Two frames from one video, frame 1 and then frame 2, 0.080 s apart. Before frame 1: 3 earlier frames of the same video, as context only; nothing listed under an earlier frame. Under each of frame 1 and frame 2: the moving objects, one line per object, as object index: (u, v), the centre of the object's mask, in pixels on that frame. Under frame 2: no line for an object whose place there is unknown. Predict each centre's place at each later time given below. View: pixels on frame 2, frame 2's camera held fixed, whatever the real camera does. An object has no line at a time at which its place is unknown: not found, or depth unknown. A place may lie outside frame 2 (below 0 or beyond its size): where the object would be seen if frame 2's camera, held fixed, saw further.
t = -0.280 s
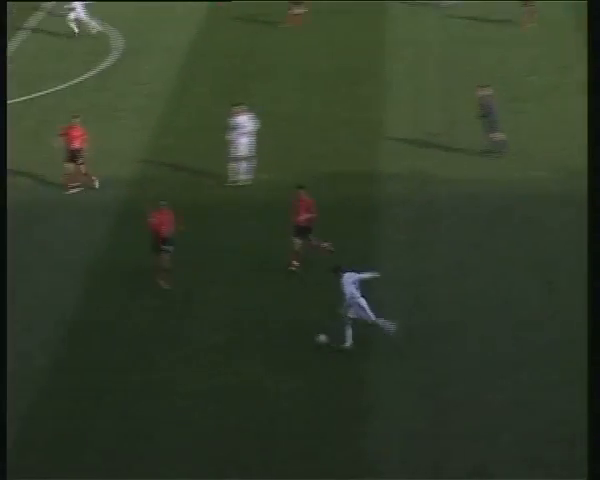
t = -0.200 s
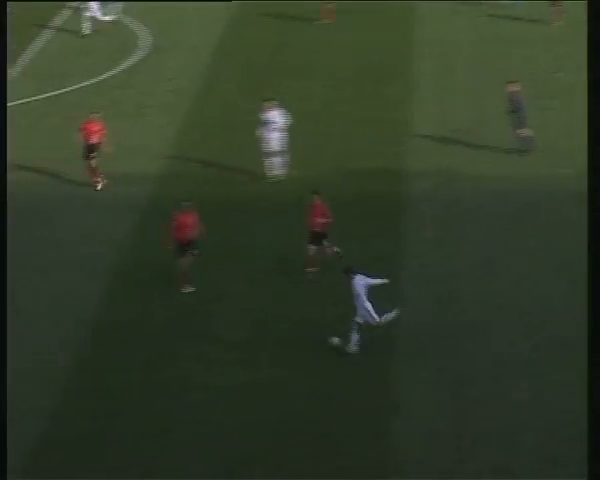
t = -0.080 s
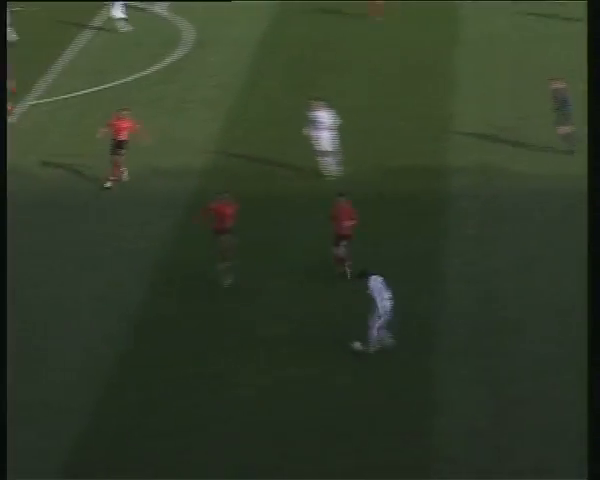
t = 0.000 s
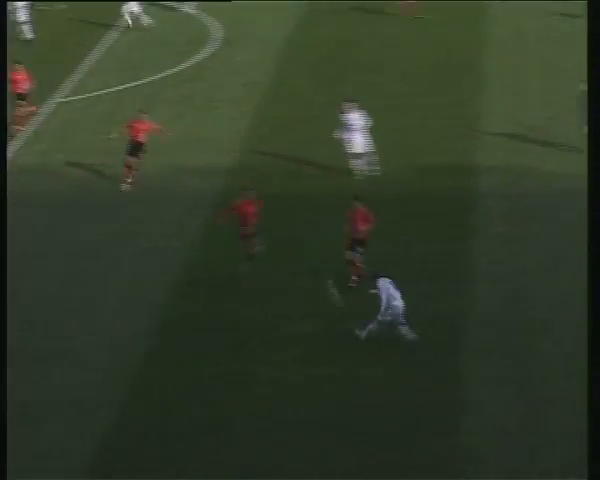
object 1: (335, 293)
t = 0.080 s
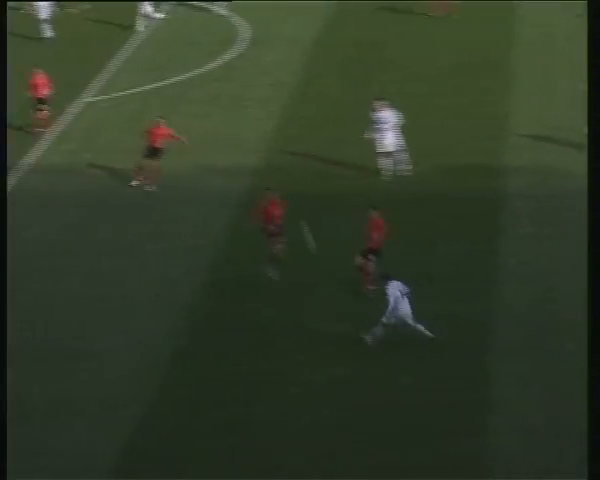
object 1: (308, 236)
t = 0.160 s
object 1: (269, 183)
